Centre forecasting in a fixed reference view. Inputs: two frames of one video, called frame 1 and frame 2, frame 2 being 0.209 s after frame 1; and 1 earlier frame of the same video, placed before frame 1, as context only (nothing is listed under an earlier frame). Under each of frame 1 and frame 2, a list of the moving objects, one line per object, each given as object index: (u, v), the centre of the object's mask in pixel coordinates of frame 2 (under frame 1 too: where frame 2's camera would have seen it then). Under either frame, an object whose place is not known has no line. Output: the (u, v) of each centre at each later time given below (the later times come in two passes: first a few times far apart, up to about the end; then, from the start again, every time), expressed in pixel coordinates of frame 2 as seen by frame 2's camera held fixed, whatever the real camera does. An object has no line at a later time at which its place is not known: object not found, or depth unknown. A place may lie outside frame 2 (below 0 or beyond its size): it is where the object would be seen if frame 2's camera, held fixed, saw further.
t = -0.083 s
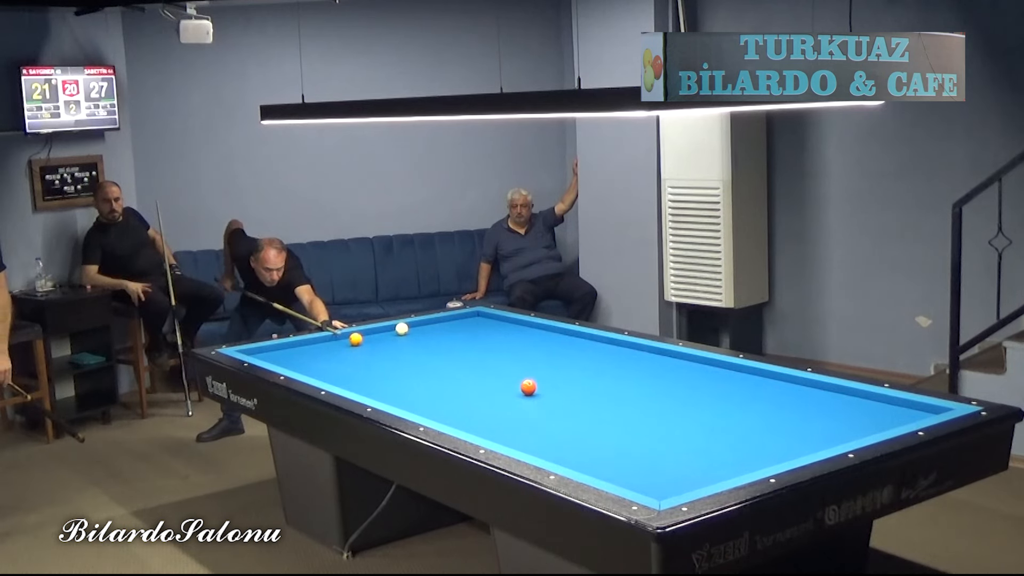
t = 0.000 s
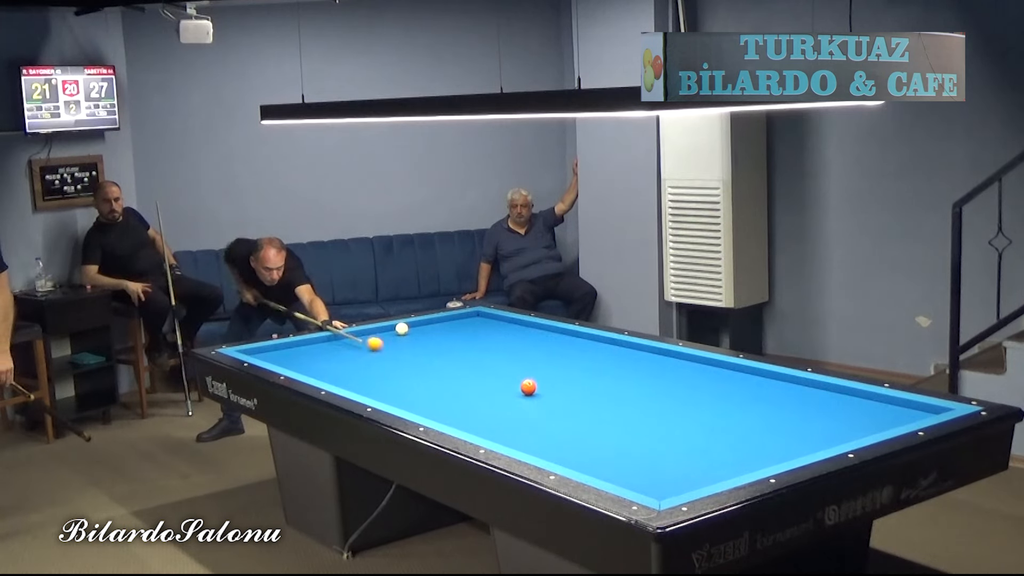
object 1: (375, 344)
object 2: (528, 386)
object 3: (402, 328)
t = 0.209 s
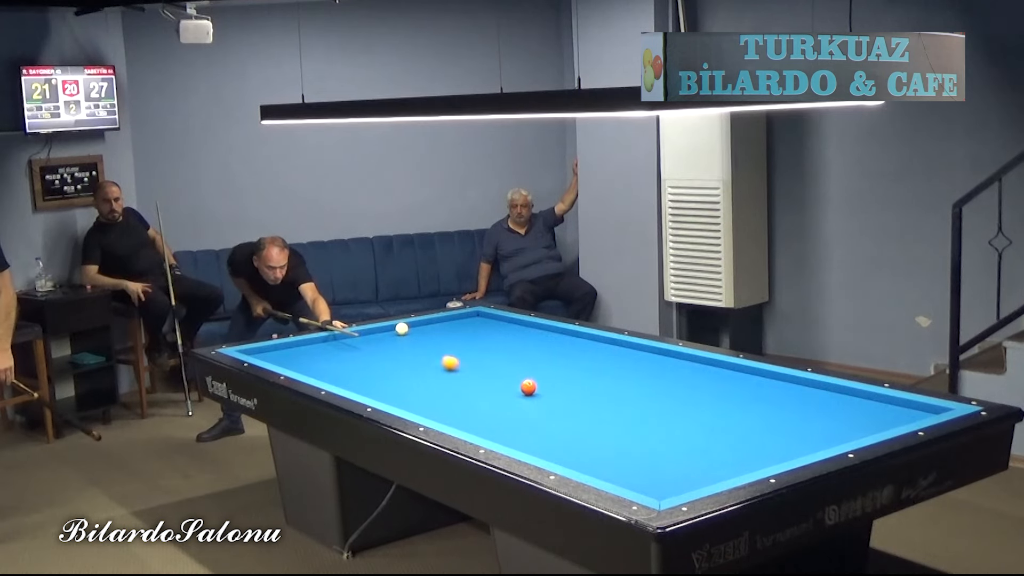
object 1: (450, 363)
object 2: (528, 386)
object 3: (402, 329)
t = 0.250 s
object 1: (465, 367)
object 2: (528, 386)
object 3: (402, 328)
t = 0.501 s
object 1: (557, 382)
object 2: (539, 400)
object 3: (402, 328)
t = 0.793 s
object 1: (651, 385)
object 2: (568, 434)
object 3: (402, 328)
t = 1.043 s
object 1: (743, 389)
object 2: (598, 468)
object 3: (402, 328)
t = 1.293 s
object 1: (832, 394)
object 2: (670, 488)
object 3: (402, 328)
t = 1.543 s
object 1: (915, 409)
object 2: (665, 471)
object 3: (402, 328)
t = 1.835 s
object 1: (851, 412)
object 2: (652, 450)
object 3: (402, 328)
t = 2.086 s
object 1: (776, 411)
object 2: (641, 433)
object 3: (402, 328)
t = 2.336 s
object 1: (709, 411)
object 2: (633, 419)
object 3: (402, 328)
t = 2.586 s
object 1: (639, 411)
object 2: (624, 405)
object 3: (402, 328)
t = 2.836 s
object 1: (576, 410)
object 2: (618, 394)
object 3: (402, 328)
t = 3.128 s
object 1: (500, 410)
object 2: (610, 381)
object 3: (402, 328)
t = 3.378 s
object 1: (441, 410)
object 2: (604, 372)
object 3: (402, 328)
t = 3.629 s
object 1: (407, 402)
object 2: (599, 362)
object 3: (402, 328)
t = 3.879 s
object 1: (405, 391)
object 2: (594, 354)
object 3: (402, 328)
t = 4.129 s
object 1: (404, 381)
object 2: (589, 347)
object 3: (402, 328)
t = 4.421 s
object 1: (402, 370)
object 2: (584, 338)
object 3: (402, 328)
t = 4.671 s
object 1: (401, 361)
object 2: (575, 333)
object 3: (402, 328)
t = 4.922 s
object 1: (400, 353)
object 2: (553, 332)
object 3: (402, 328)
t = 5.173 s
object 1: (399, 346)
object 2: (533, 331)
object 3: (402, 328)
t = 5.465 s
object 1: (397, 338)
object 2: (510, 329)
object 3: (402, 328)
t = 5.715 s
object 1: (397, 332)
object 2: (493, 328)
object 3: (403, 326)
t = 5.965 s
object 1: (388, 329)
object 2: (474, 327)
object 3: (408, 325)
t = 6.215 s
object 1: (382, 328)
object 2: (458, 326)
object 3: (416, 323)
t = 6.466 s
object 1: (389, 328)
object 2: (441, 325)
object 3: (427, 322)
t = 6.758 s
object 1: (395, 329)
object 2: (423, 324)
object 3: (439, 321)
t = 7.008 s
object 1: (401, 330)
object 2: (411, 323)
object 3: (449, 321)
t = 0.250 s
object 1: (465, 367)
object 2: (528, 386)
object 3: (402, 328)
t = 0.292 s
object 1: (480, 371)
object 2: (528, 386)
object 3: (402, 328)
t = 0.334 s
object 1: (496, 375)
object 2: (528, 386)
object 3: (402, 328)
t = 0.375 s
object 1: (511, 379)
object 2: (528, 387)
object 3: (402, 328)
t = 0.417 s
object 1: (526, 380)
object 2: (529, 387)
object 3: (402, 328)
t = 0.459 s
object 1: (545, 382)
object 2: (535, 395)
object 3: (402, 328)
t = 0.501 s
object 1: (557, 382)
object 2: (539, 400)
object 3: (402, 328)
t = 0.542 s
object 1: (570, 382)
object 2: (543, 405)
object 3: (402, 328)
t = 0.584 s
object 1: (583, 382)
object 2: (548, 410)
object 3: (402, 328)
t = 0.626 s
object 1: (596, 382)
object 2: (552, 415)
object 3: (402, 328)
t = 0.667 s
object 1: (609, 383)
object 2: (556, 420)
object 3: (402, 328)
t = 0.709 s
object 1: (623, 383)
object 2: (560, 424)
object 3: (402, 328)
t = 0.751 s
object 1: (637, 384)
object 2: (564, 429)
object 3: (402, 328)
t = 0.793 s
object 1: (651, 385)
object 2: (568, 434)
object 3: (402, 328)
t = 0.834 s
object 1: (665, 385)
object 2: (572, 439)
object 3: (402, 328)
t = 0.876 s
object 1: (679, 386)
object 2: (576, 444)
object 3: (402, 328)
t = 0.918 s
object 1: (693, 387)
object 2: (581, 449)
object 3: (402, 328)
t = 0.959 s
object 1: (714, 388)
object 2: (588, 458)
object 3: (402, 328)
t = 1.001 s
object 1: (729, 389)
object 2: (593, 463)
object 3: (402, 328)
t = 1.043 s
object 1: (743, 389)
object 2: (598, 468)
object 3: (402, 328)
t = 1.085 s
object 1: (758, 390)
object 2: (603, 473)
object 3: (402, 328)
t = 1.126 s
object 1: (772, 391)
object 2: (612, 477)
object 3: (402, 328)
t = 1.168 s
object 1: (787, 392)
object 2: (626, 480)
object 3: (402, 328)
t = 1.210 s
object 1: (802, 393)
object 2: (641, 484)
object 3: (402, 328)
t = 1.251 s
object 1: (817, 393)
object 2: (656, 487)
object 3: (402, 328)
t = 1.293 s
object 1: (832, 394)
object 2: (670, 488)
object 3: (402, 328)
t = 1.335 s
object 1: (848, 395)
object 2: (680, 488)
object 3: (402, 328)
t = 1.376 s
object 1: (864, 396)
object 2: (676, 486)
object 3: (402, 328)
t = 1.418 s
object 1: (879, 397)
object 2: (673, 483)
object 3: (402, 328)
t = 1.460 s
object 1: (895, 402)
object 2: (669, 478)
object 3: (402, 328)
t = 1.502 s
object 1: (905, 406)
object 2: (667, 474)
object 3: (402, 328)
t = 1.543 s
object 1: (915, 409)
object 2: (665, 471)
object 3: (402, 328)
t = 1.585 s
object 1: (926, 411)
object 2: (663, 468)
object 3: (402, 328)
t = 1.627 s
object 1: (921, 412)
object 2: (661, 465)
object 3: (402, 328)
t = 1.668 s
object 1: (906, 413)
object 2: (659, 462)
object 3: (402, 328)
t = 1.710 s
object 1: (890, 413)
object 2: (657, 459)
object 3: (402, 328)
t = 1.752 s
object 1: (876, 412)
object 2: (655, 456)
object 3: (402, 328)
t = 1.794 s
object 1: (863, 412)
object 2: (654, 453)
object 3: (402, 328)
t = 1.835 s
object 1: (851, 412)
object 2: (652, 450)
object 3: (402, 328)
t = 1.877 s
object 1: (839, 412)
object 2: (650, 448)
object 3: (402, 328)
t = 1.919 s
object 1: (822, 412)
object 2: (648, 444)
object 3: (402, 328)
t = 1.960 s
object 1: (810, 412)
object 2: (646, 441)
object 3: (402, 328)
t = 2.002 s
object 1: (799, 411)
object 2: (644, 438)
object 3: (402, 328)
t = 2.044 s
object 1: (787, 412)
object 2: (643, 436)
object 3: (402, 328)
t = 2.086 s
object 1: (776, 411)
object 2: (641, 433)
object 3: (402, 328)
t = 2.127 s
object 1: (765, 411)
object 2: (640, 431)
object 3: (402, 328)
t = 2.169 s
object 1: (753, 411)
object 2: (639, 429)
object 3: (402, 328)
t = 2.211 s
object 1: (742, 411)
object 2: (637, 426)
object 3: (402, 328)
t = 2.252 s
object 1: (731, 411)
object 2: (636, 424)
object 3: (402, 328)
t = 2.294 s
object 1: (720, 411)
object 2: (634, 422)
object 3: (402, 328)
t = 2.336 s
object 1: (709, 411)
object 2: (633, 419)
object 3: (402, 328)
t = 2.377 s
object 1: (698, 411)
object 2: (632, 417)
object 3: (402, 328)
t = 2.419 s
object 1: (682, 411)
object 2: (630, 414)
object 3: (402, 328)
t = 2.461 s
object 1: (671, 411)
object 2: (628, 412)
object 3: (402, 328)
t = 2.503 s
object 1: (660, 411)
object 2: (627, 410)
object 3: (402, 328)
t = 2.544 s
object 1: (649, 411)
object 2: (626, 408)
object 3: (402, 328)
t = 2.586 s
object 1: (639, 411)
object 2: (624, 405)
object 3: (402, 328)
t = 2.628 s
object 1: (628, 411)
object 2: (622, 401)
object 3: (402, 328)
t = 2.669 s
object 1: (618, 410)
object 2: (623, 399)
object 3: (402, 328)
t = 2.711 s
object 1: (607, 410)
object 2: (621, 400)
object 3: (402, 328)
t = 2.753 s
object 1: (597, 410)
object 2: (620, 398)
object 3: (402, 328)
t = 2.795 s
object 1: (586, 410)
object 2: (619, 396)
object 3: (402, 328)
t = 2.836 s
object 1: (576, 410)
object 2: (618, 394)
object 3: (402, 328)
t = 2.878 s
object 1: (566, 410)
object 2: (617, 392)
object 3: (402, 328)
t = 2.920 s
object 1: (550, 410)
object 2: (615, 390)
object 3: (402, 328)
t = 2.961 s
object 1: (540, 409)
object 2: (614, 388)
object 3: (402, 328)
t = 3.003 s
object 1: (530, 410)
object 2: (613, 386)
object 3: (402, 328)
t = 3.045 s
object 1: (520, 410)
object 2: (612, 384)
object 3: (402, 328)
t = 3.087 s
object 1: (510, 410)
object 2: (611, 383)
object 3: (402, 328)
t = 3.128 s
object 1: (500, 410)
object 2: (610, 381)
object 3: (402, 328)
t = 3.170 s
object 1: (490, 410)
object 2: (609, 380)
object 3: (402, 328)
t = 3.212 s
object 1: (480, 410)
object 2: (608, 378)
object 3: (402, 328)
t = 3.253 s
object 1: (470, 410)
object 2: (607, 376)
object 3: (402, 328)
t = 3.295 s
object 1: (460, 410)
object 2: (606, 375)
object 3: (402, 328)
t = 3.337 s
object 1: (451, 410)
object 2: (605, 373)
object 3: (402, 328)
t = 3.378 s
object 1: (441, 410)
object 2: (604, 372)
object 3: (402, 328)
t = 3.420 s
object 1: (427, 409)
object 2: (603, 369)
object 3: (402, 328)
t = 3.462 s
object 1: (418, 408)
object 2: (602, 368)
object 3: (402, 328)
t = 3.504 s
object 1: (409, 407)
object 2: (601, 367)
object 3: (402, 328)
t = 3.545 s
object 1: (408, 405)
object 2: (601, 365)
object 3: (402, 328)
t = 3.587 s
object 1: (408, 404)
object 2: (600, 364)
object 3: (402, 328)
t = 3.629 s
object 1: (407, 402)
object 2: (599, 362)
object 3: (402, 328)
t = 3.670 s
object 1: (407, 401)
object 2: (598, 361)
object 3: (402, 328)
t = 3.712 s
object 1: (406, 399)
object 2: (597, 360)
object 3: (402, 328)
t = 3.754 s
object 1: (406, 398)
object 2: (597, 358)
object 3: (402, 328)
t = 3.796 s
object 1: (406, 396)
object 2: (596, 357)
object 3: (402, 328)
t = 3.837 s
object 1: (406, 394)
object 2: (595, 356)
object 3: (402, 328)
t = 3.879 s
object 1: (405, 391)
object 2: (594, 354)
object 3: (402, 328)
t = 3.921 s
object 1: (405, 389)
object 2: (593, 353)
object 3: (402, 328)
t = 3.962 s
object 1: (404, 388)
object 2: (593, 352)
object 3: (402, 328)
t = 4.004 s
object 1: (404, 386)
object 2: (592, 350)
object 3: (402, 328)
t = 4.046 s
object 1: (404, 384)
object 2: (591, 349)
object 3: (402, 328)
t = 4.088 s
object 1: (404, 382)
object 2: (590, 348)
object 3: (402, 328)
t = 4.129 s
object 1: (404, 381)
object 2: (589, 347)
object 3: (402, 328)
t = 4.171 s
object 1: (403, 379)
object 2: (589, 345)
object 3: (402, 328)
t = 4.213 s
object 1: (403, 378)
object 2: (588, 344)
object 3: (402, 328)
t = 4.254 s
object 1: (402, 376)
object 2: (587, 343)
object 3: (402, 328)
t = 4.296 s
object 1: (403, 375)
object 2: (587, 342)
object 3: (402, 328)
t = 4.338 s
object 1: (402, 373)
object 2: (586, 341)
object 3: (402, 328)
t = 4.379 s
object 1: (402, 371)
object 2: (585, 339)
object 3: (402, 328)
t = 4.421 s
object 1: (402, 370)
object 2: (584, 338)
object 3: (402, 328)
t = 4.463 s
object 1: (401, 368)
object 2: (584, 337)
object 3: (402, 328)
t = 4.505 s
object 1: (401, 367)
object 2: (583, 336)
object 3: (402, 328)
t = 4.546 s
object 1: (401, 365)
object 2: (583, 335)
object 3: (402, 328)
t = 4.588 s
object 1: (401, 364)
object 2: (582, 334)
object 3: (402, 328)
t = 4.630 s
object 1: (401, 363)
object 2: (578, 334)
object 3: (402, 328)
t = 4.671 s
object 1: (401, 361)
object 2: (575, 333)
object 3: (402, 328)
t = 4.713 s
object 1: (400, 360)
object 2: (571, 333)
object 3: (402, 328)
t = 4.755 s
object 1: (400, 359)
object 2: (568, 333)
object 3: (402, 328)
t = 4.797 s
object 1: (400, 357)
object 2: (565, 333)
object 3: (402, 328)
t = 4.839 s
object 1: (400, 356)
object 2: (561, 333)
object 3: (402, 328)
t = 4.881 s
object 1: (400, 354)
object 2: (556, 332)
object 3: (402, 328)
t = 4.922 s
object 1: (400, 353)
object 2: (553, 332)
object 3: (402, 328)
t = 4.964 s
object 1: (399, 352)
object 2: (550, 332)
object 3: (402, 328)
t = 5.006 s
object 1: (399, 350)
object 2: (546, 332)
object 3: (402, 328)
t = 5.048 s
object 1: (399, 349)
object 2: (543, 331)
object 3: (402, 328)
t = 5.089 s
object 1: (399, 348)
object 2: (540, 331)
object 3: (402, 328)
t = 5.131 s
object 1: (399, 347)
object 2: (537, 331)
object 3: (402, 328)
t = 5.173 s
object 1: (399, 346)
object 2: (533, 331)
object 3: (402, 328)
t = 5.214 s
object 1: (398, 344)
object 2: (530, 331)
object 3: (402, 328)
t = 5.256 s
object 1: (398, 344)
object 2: (527, 330)
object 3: (402, 328)
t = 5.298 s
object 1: (398, 342)
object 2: (524, 330)
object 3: (402, 328)
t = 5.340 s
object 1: (398, 341)
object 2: (519, 330)
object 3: (402, 328)
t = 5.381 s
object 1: (398, 340)
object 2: (516, 330)
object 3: (402, 328)
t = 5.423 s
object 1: (397, 339)
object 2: (513, 330)
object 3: (402, 328)
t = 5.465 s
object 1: (397, 338)
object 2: (510, 329)
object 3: (402, 328)
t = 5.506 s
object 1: (397, 337)
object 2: (508, 329)
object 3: (402, 327)
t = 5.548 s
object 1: (397, 336)
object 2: (504, 329)
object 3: (402, 327)
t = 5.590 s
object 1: (397, 335)
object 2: (501, 329)
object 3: (403, 327)
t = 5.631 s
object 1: (397, 334)
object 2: (499, 328)
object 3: (403, 327)
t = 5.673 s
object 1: (397, 333)
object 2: (496, 328)
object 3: (403, 326)
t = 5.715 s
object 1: (397, 332)
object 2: (493, 328)
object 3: (403, 326)
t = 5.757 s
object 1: (396, 331)
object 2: (490, 328)
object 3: (404, 326)
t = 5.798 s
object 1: (394, 331)
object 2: (487, 328)
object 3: (404, 327)
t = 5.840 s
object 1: (392, 330)
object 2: (483, 328)
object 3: (405, 326)
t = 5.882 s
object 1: (391, 330)
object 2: (480, 327)
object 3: (406, 326)
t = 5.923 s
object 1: (390, 329)
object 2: (477, 327)
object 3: (407, 325)
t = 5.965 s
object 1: (388, 329)
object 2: (474, 327)
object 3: (408, 325)
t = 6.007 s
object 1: (387, 329)
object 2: (471, 327)
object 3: (409, 324)
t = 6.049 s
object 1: (386, 329)
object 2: (469, 327)
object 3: (410, 324)
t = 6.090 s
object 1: (385, 328)
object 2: (466, 327)
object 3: (411, 323)
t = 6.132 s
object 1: (383, 328)
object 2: (463, 326)
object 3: (412, 323)
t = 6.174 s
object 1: (382, 328)
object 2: (461, 326)
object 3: (414, 323)
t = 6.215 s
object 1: (382, 328)
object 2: (458, 326)
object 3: (416, 323)
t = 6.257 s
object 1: (383, 328)
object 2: (455, 326)
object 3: (418, 322)
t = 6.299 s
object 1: (384, 328)
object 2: (453, 326)
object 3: (419, 322)
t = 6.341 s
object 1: (386, 328)
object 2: (449, 326)
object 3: (422, 322)
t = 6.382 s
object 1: (387, 328)
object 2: (446, 326)
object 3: (424, 322)
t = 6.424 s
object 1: (388, 328)
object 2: (444, 325)
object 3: (425, 322)
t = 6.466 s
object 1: (389, 328)
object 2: (441, 325)
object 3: (427, 322)
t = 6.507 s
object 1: (390, 328)
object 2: (439, 325)
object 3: (429, 322)
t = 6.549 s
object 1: (391, 329)
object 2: (436, 325)
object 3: (429, 321)
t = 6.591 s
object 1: (392, 329)
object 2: (433, 325)
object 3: (431, 319)
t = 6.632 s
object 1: (393, 329)
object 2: (431, 325)
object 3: (435, 320)
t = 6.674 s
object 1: (394, 329)
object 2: (428, 325)
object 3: (437, 321)
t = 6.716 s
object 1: (395, 329)
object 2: (426, 324)
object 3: (438, 321)
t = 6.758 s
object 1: (395, 329)
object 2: (423, 324)
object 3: (439, 321)
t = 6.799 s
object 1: (397, 329)
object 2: (420, 324)
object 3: (441, 321)
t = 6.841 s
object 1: (398, 329)
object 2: (418, 323)
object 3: (443, 321)
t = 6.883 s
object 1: (398, 329)
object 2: (415, 323)
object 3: (445, 321)
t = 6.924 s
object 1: (399, 330)
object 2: (413, 323)
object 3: (446, 321)
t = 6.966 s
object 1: (400, 329)
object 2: (411, 323)
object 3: (447, 321)
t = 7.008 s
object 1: (401, 330)
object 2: (411, 323)
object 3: (449, 321)
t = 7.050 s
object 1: (402, 330)
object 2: (411, 323)
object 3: (451, 321)
